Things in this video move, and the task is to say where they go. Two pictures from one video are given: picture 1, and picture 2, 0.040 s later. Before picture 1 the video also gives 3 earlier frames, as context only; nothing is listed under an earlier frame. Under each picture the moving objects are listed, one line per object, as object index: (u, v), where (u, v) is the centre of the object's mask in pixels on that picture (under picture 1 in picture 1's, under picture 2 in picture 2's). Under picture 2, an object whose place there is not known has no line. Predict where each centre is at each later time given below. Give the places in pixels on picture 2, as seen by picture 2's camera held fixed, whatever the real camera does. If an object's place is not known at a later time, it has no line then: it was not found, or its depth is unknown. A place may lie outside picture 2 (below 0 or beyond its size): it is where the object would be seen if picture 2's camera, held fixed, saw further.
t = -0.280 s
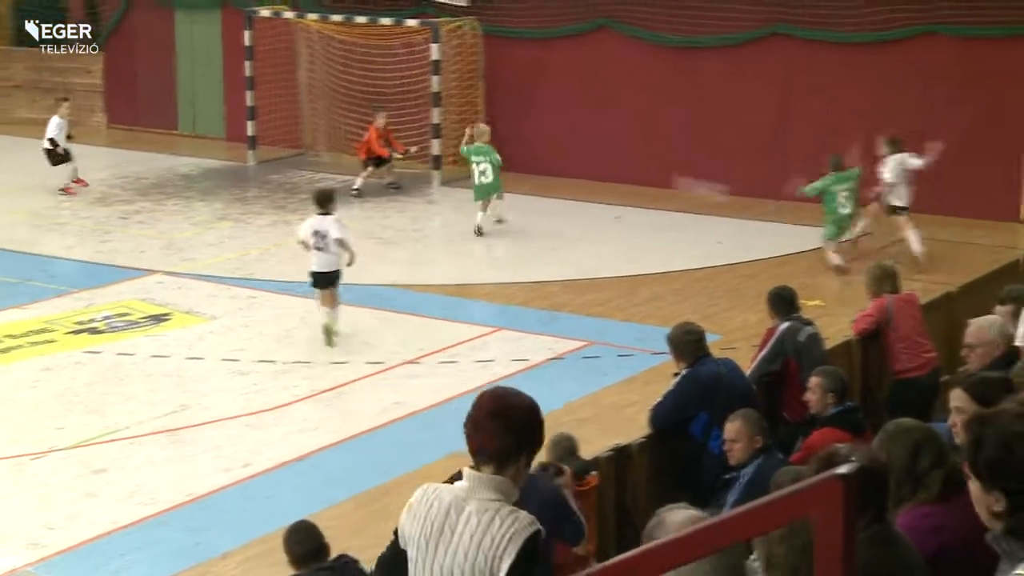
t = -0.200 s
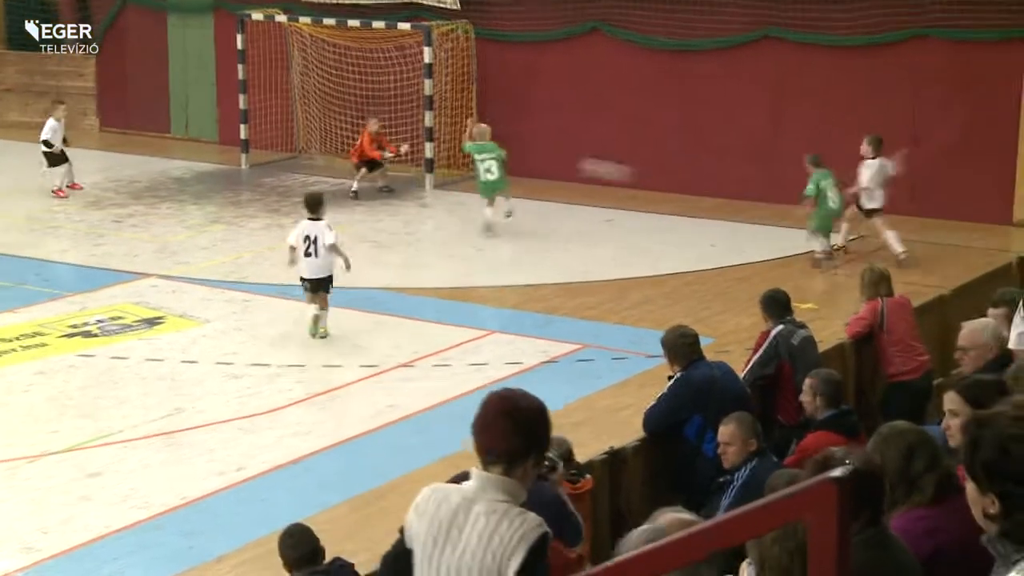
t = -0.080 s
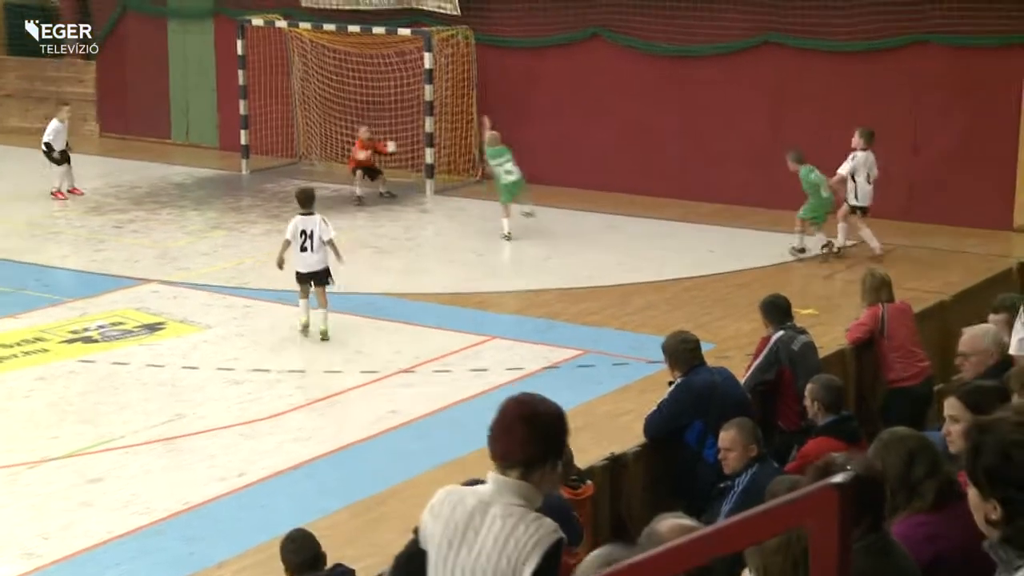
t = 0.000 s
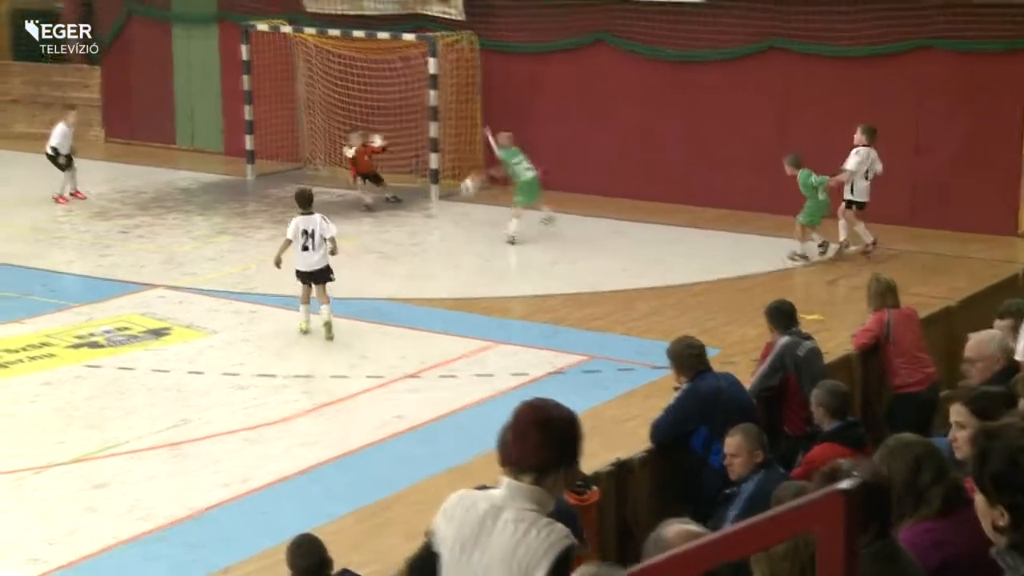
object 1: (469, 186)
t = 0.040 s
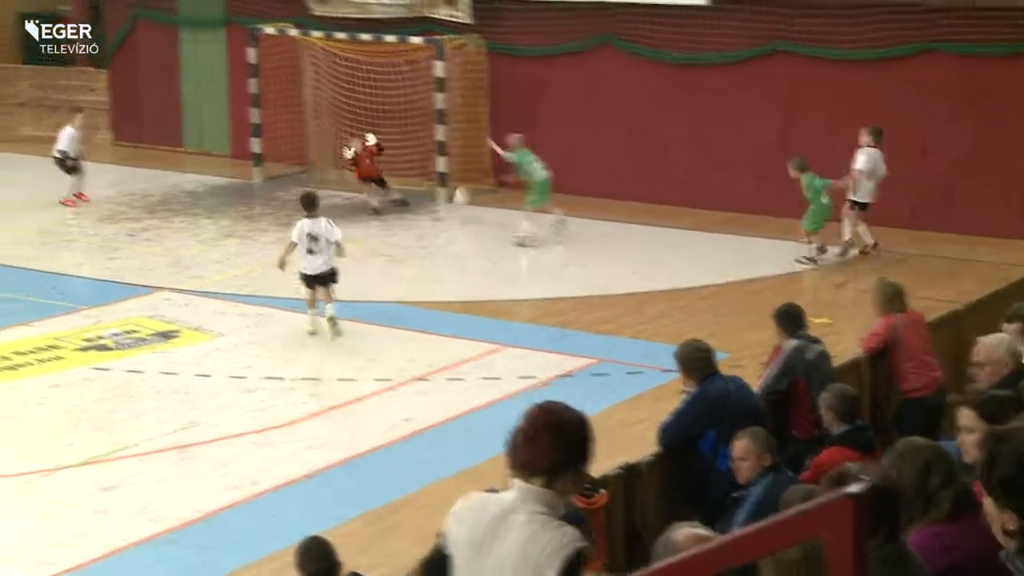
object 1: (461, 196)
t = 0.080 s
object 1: (446, 207)
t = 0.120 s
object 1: (438, 195)
